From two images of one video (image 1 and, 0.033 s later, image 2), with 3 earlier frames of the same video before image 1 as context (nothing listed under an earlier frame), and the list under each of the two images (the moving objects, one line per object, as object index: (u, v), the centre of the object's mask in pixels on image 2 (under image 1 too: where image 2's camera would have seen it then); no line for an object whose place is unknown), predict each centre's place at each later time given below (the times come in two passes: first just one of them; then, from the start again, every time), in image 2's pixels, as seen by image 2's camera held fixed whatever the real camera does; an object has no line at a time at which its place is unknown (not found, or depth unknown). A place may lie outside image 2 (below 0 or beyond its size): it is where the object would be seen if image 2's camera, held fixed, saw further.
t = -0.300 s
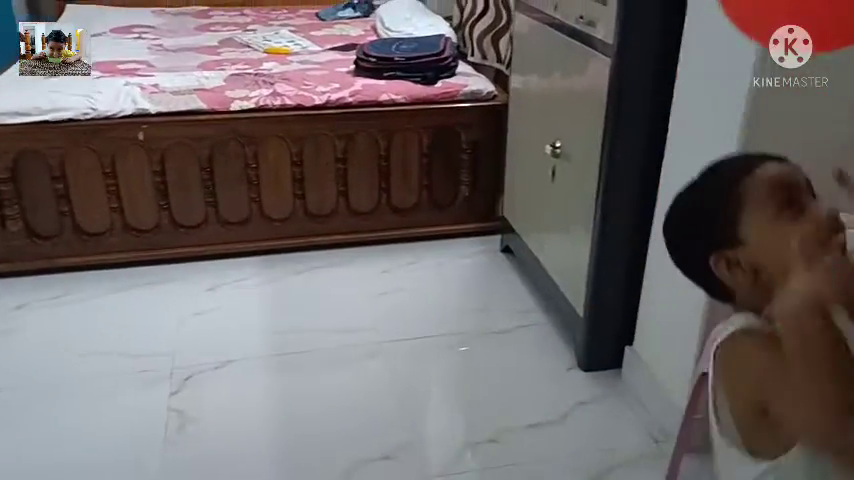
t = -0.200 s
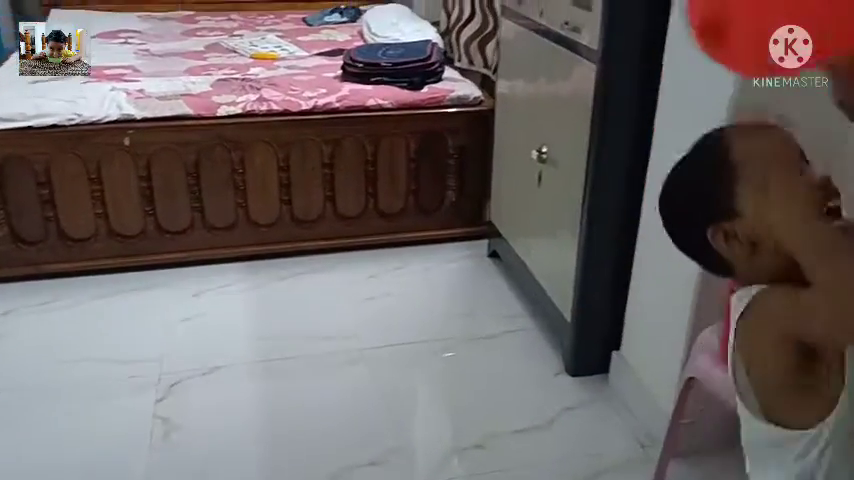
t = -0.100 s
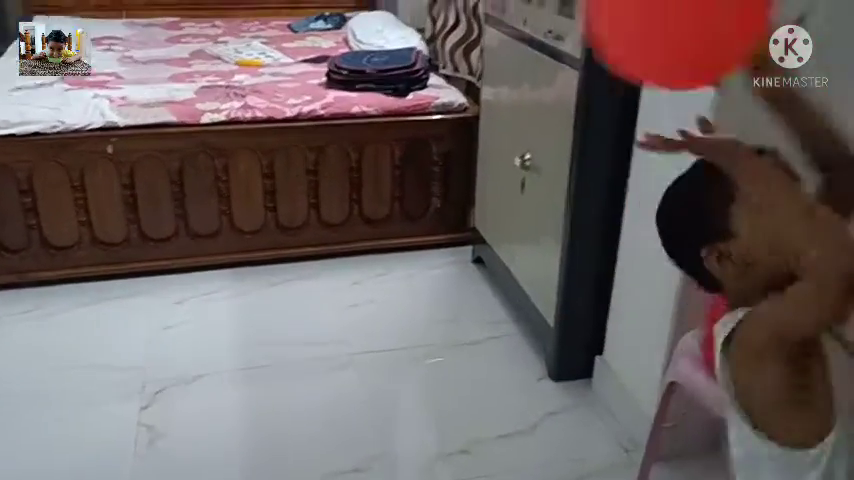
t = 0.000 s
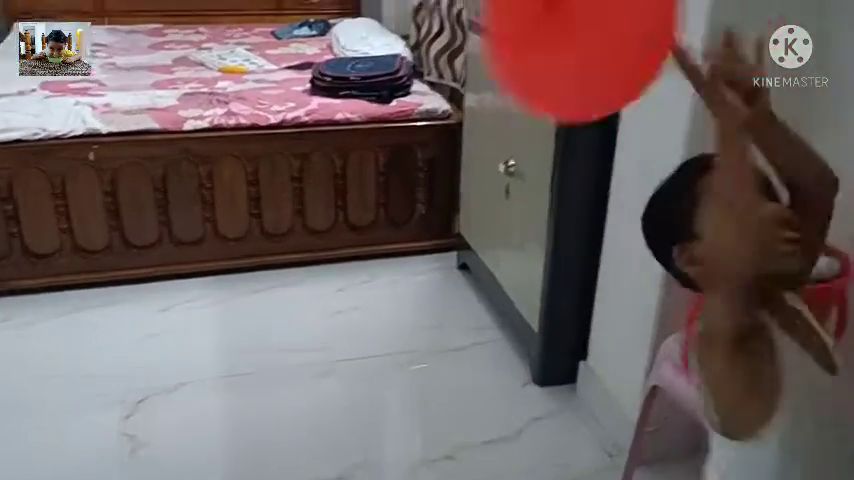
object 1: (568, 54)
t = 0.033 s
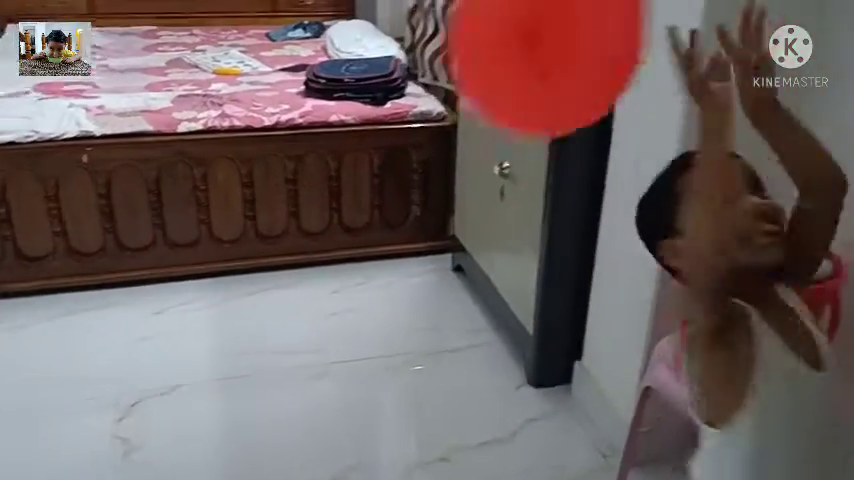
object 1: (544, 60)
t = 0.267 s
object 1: (378, 180)
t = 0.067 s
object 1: (522, 67)
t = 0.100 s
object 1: (501, 77)
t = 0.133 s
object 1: (474, 90)
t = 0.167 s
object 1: (448, 108)
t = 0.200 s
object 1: (423, 131)
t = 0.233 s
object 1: (398, 156)
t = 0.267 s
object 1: (378, 180)
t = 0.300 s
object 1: (358, 208)
